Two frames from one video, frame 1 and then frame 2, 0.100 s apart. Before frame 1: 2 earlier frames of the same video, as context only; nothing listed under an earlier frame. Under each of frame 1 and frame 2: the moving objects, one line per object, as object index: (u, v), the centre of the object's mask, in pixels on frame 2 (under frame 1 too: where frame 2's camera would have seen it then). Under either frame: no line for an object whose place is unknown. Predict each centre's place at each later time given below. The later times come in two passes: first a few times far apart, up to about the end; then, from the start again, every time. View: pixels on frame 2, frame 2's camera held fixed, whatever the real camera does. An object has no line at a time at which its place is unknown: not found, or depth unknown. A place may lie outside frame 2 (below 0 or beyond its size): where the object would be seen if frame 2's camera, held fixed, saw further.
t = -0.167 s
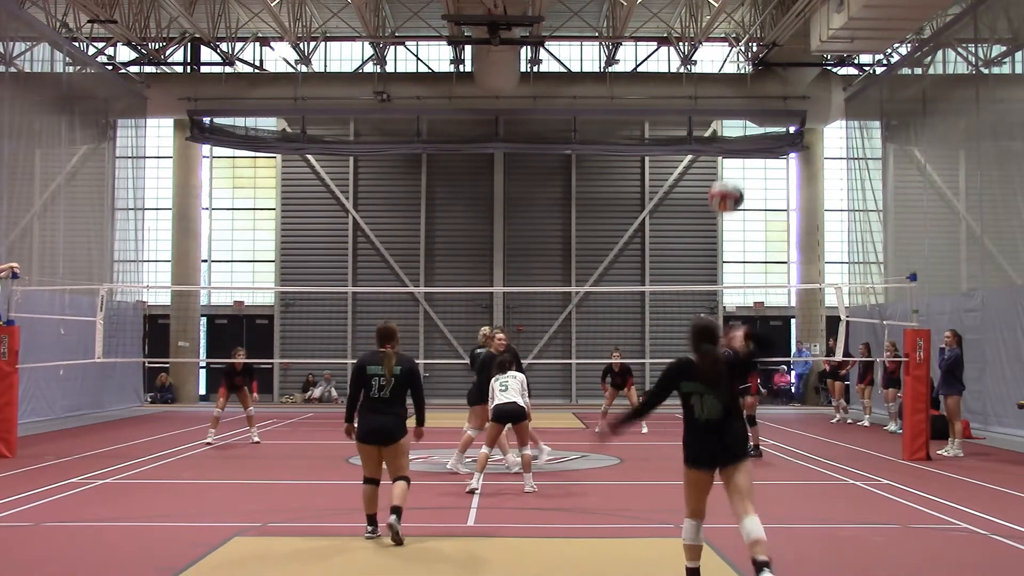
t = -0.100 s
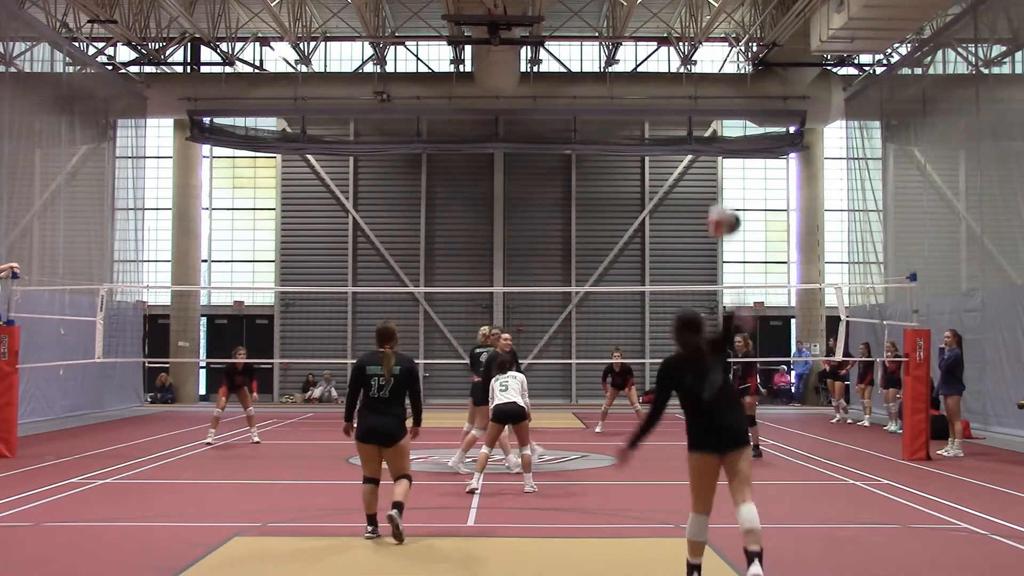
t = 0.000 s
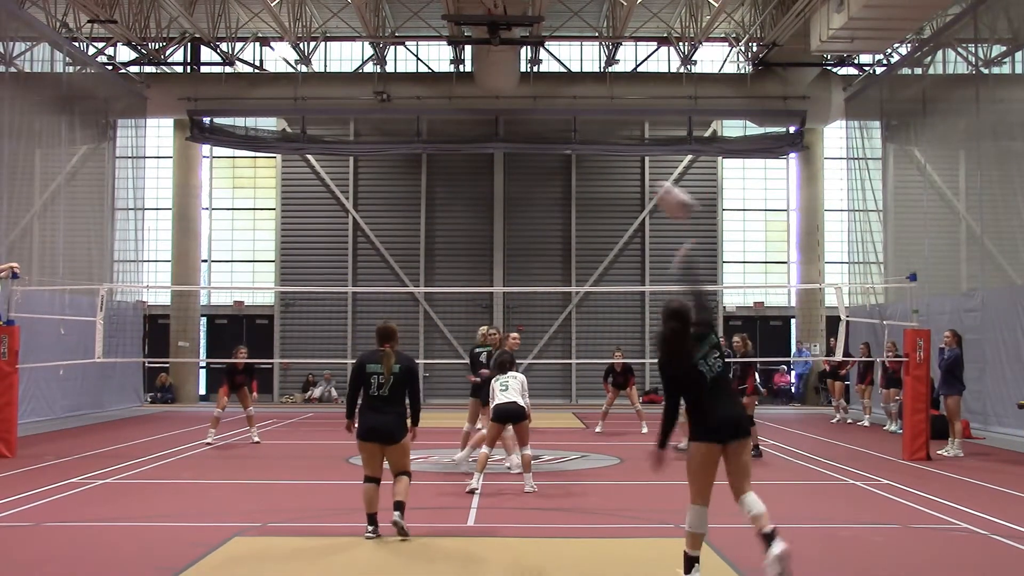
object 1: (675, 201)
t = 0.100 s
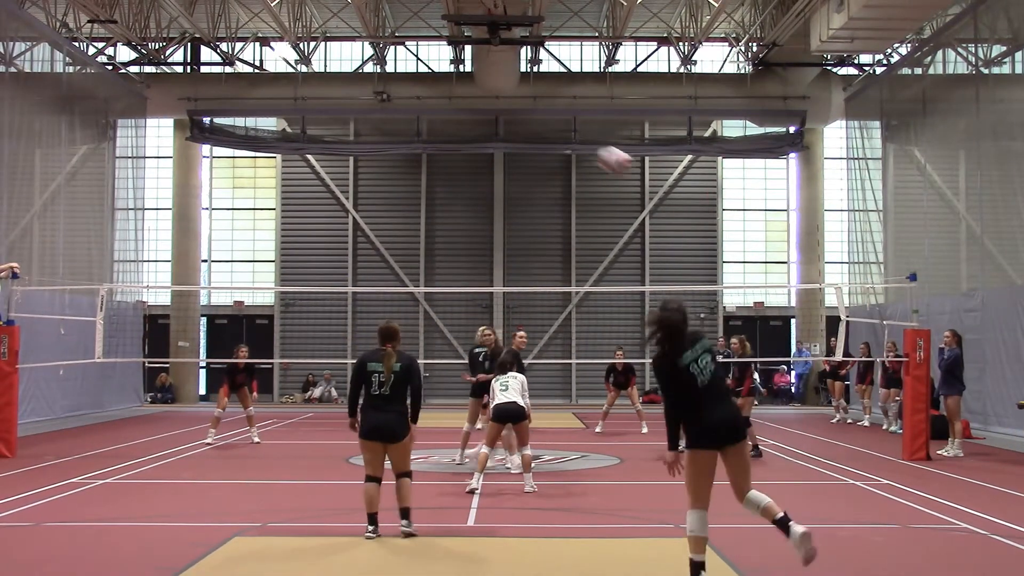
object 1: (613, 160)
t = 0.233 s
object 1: (559, 141)
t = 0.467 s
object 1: (502, 154)
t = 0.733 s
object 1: (469, 208)
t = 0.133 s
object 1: (597, 152)
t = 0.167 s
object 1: (584, 146)
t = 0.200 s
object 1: (571, 143)
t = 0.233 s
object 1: (559, 141)
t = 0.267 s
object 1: (549, 139)
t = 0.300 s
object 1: (539, 140)
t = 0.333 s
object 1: (530, 141)
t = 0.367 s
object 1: (522, 143)
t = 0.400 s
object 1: (515, 147)
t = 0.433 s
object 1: (508, 151)
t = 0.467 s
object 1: (502, 154)
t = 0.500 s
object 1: (496, 160)
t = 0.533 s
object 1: (491, 166)
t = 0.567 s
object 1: (486, 172)
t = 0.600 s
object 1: (482, 178)
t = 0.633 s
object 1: (478, 185)
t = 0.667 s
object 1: (475, 192)
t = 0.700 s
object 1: (472, 200)
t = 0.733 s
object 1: (469, 208)
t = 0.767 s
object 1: (466, 215)
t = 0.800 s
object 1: (463, 225)
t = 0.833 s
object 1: (461, 234)
